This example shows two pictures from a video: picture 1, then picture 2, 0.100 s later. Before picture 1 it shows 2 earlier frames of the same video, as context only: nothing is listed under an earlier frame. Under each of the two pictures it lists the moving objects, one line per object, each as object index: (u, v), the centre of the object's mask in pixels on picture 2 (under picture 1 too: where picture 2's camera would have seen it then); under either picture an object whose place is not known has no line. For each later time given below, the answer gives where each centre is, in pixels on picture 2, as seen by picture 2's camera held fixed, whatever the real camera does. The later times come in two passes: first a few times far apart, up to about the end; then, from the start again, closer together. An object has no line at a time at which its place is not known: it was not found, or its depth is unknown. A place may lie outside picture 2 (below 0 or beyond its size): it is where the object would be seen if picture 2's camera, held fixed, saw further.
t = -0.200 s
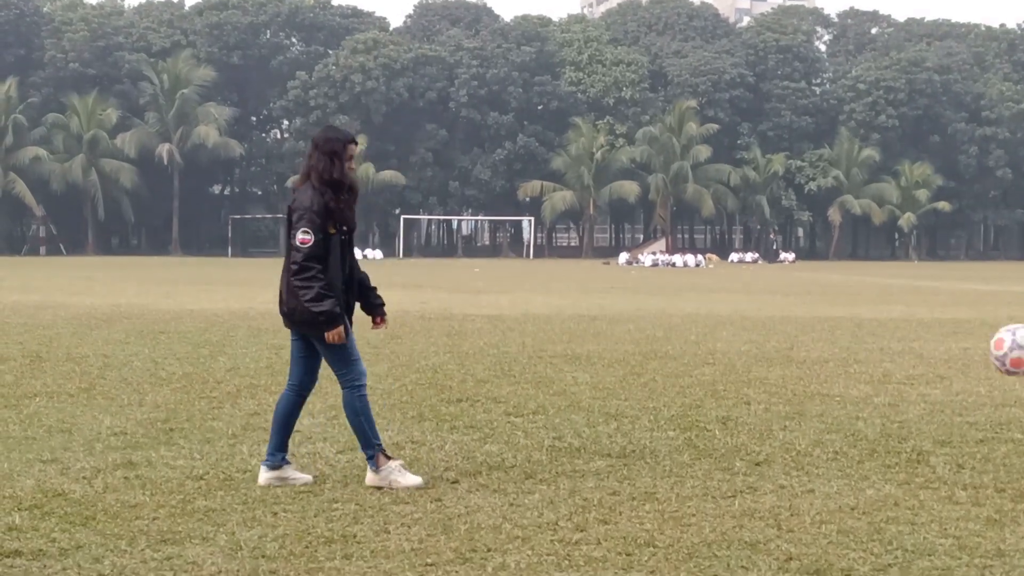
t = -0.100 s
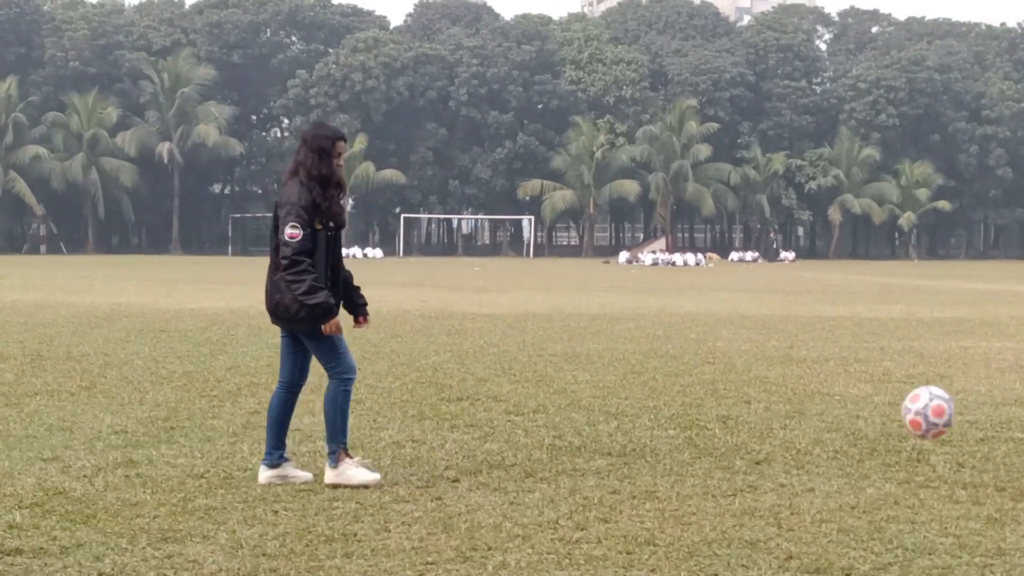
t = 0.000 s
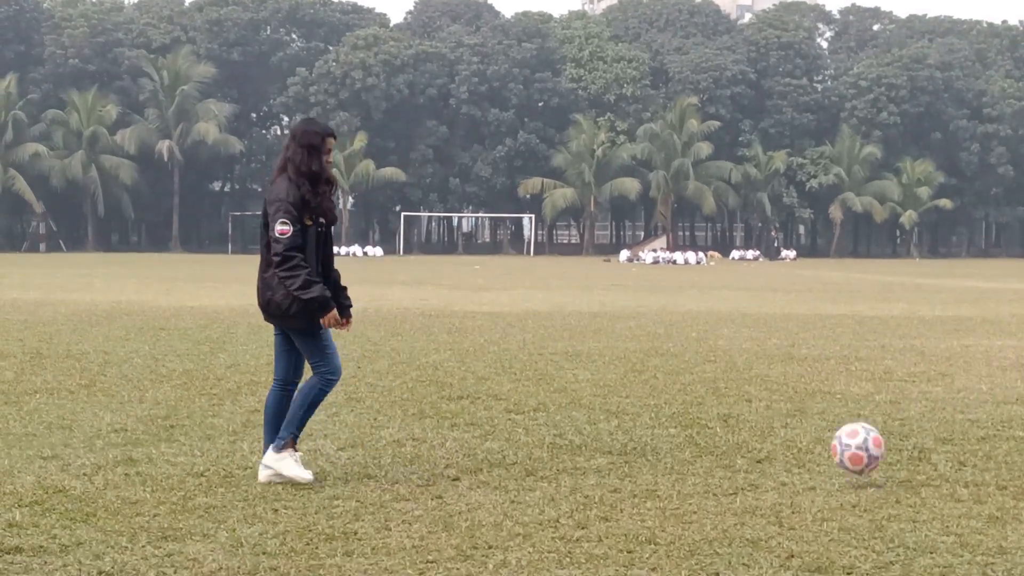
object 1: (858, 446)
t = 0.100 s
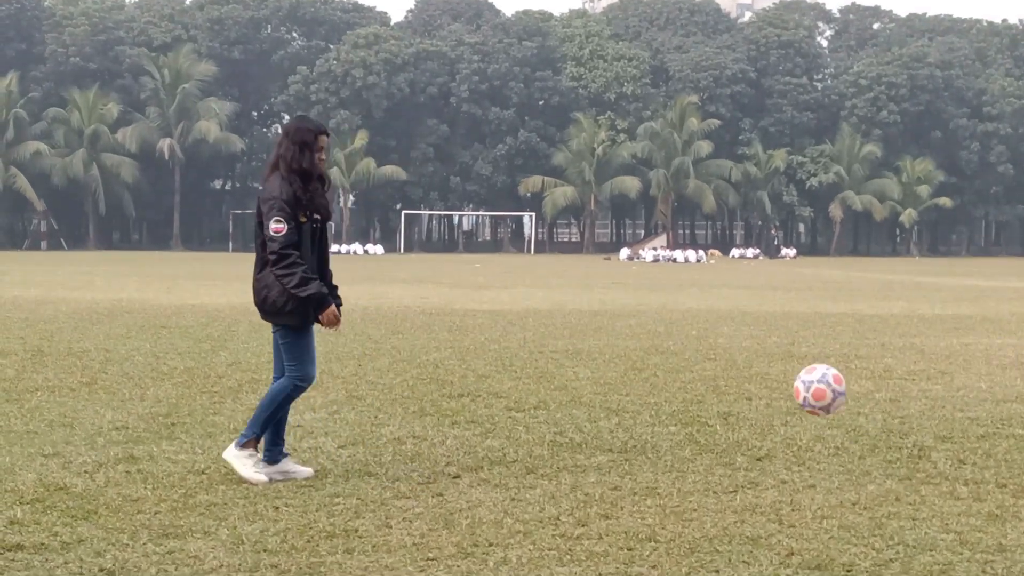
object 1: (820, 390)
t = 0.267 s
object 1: (761, 345)
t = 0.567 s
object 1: (657, 419)
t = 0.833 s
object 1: (577, 388)
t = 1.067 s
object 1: (508, 417)
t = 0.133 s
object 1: (808, 376)
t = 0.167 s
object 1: (796, 364)
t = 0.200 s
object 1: (784, 355)
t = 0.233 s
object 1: (773, 349)
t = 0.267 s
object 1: (761, 345)
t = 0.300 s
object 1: (749, 343)
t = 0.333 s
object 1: (738, 344)
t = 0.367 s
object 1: (726, 347)
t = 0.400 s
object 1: (714, 353)
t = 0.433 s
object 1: (703, 361)
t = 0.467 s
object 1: (691, 371)
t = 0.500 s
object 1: (680, 384)
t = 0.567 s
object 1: (657, 419)
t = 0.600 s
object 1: (647, 439)
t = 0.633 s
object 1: (637, 456)
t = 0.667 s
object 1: (626, 440)
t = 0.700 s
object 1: (617, 424)
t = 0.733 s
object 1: (607, 412)
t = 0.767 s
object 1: (597, 401)
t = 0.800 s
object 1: (587, 393)
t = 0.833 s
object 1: (577, 388)
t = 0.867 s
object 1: (568, 385)
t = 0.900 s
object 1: (557, 384)
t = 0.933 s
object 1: (548, 386)
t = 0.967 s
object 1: (538, 390)
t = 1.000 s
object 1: (528, 397)
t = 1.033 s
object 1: (519, 406)
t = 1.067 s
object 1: (508, 417)
